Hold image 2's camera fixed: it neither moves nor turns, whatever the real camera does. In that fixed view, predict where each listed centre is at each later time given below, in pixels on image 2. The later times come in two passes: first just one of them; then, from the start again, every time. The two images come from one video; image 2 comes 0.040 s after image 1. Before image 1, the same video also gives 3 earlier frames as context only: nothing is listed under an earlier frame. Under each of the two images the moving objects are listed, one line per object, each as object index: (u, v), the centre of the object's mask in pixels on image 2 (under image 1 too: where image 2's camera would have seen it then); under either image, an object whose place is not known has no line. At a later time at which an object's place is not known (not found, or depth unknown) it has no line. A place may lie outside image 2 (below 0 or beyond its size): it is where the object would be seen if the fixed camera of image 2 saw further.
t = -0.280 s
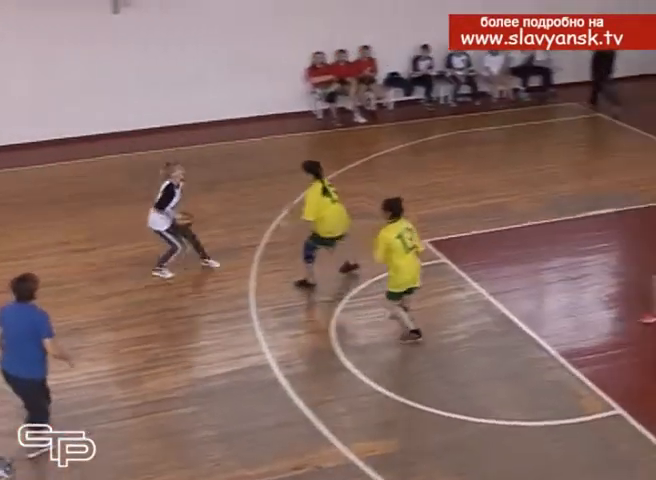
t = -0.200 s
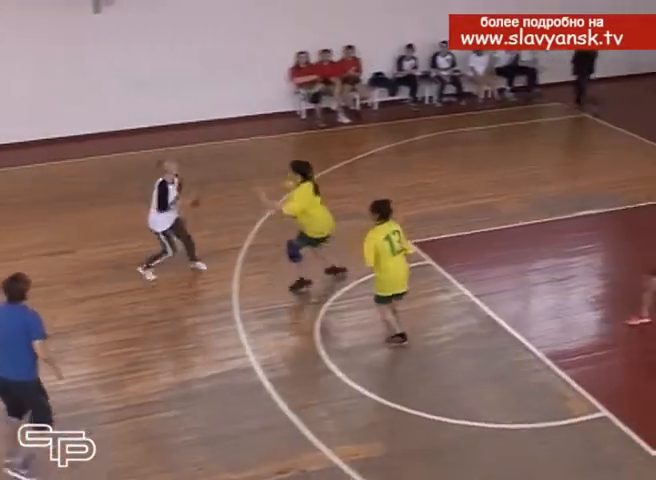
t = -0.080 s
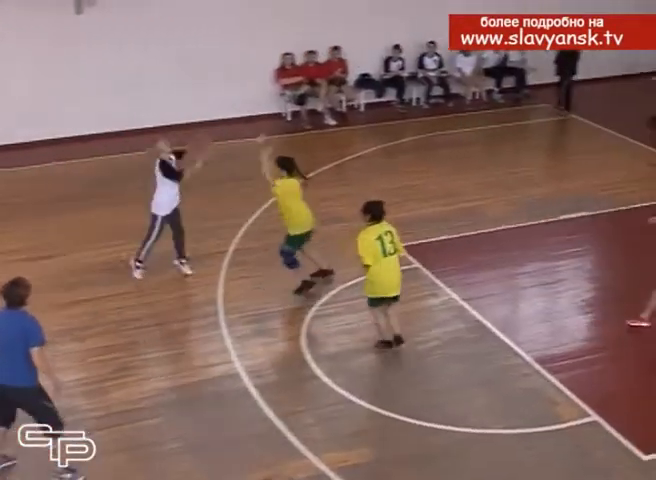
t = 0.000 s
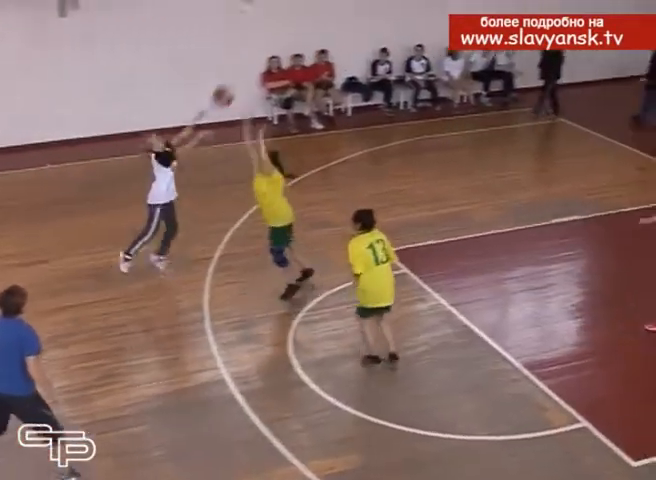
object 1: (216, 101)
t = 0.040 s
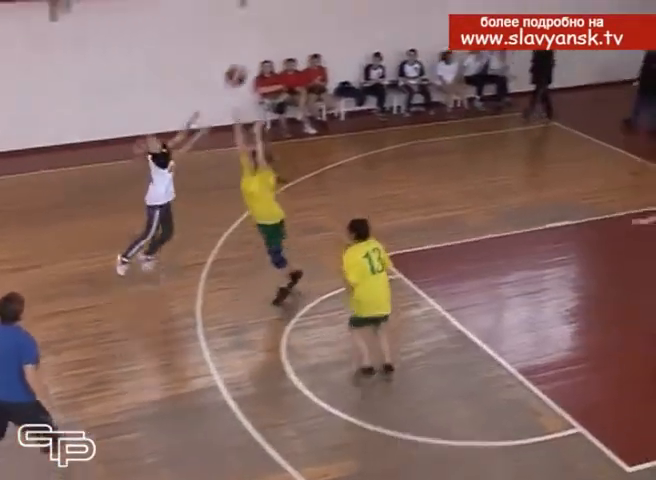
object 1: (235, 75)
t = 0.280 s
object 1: (362, -46)
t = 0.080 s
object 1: (256, 51)
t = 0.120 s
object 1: (277, 29)
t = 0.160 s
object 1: (298, 8)
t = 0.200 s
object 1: (319, -12)
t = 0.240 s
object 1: (340, -31)
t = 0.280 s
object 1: (362, -46)
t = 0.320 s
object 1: (383, -64)
